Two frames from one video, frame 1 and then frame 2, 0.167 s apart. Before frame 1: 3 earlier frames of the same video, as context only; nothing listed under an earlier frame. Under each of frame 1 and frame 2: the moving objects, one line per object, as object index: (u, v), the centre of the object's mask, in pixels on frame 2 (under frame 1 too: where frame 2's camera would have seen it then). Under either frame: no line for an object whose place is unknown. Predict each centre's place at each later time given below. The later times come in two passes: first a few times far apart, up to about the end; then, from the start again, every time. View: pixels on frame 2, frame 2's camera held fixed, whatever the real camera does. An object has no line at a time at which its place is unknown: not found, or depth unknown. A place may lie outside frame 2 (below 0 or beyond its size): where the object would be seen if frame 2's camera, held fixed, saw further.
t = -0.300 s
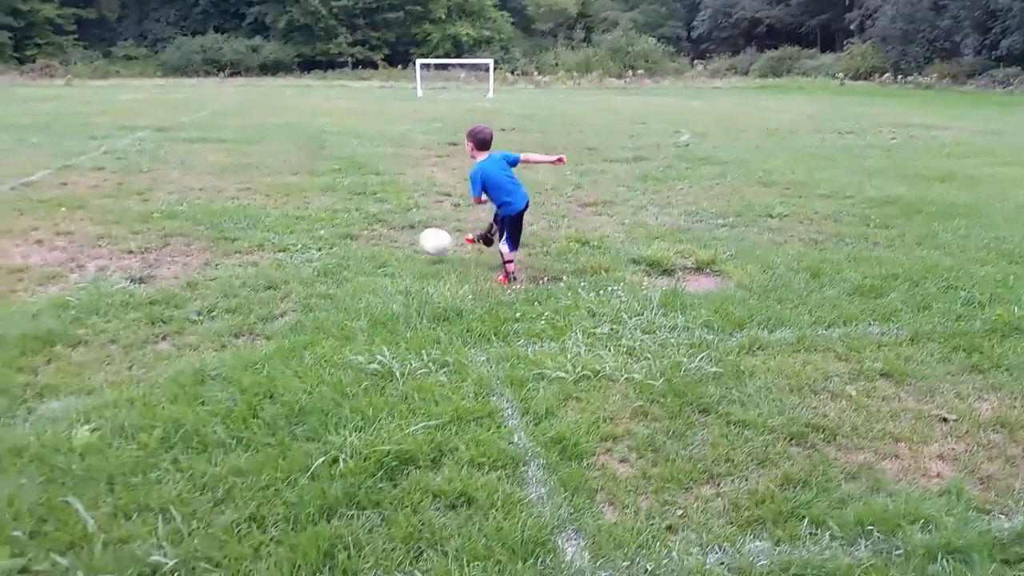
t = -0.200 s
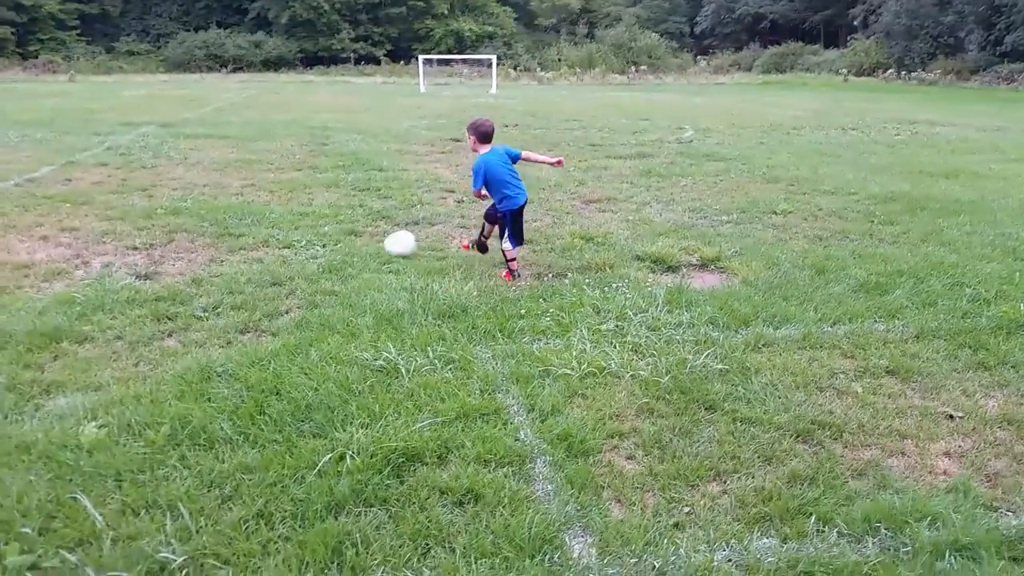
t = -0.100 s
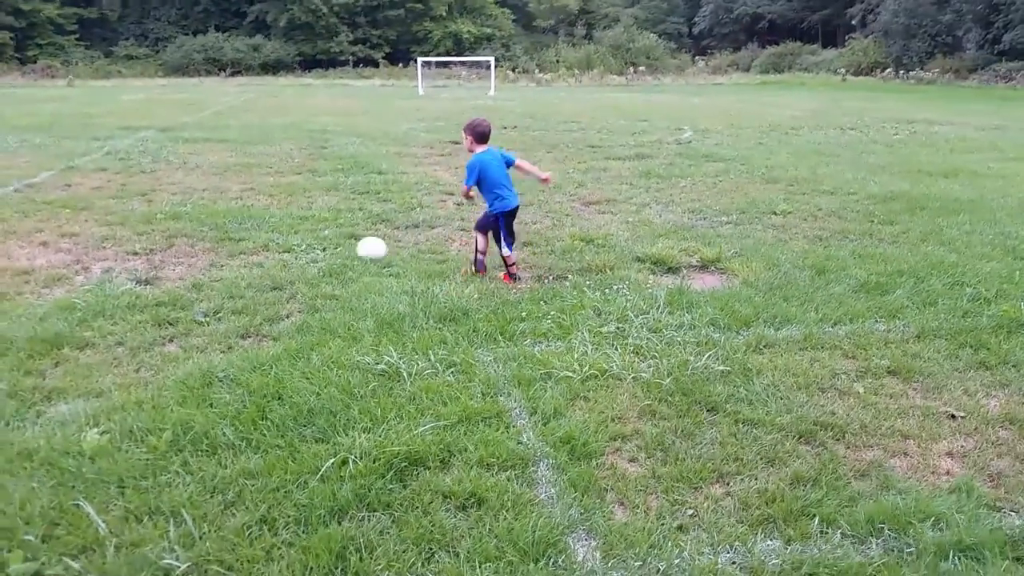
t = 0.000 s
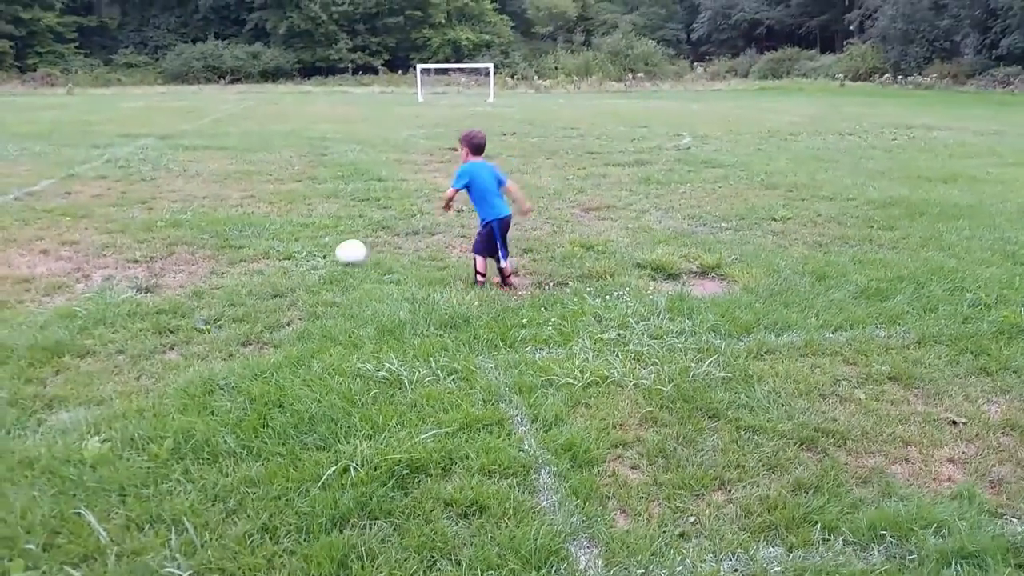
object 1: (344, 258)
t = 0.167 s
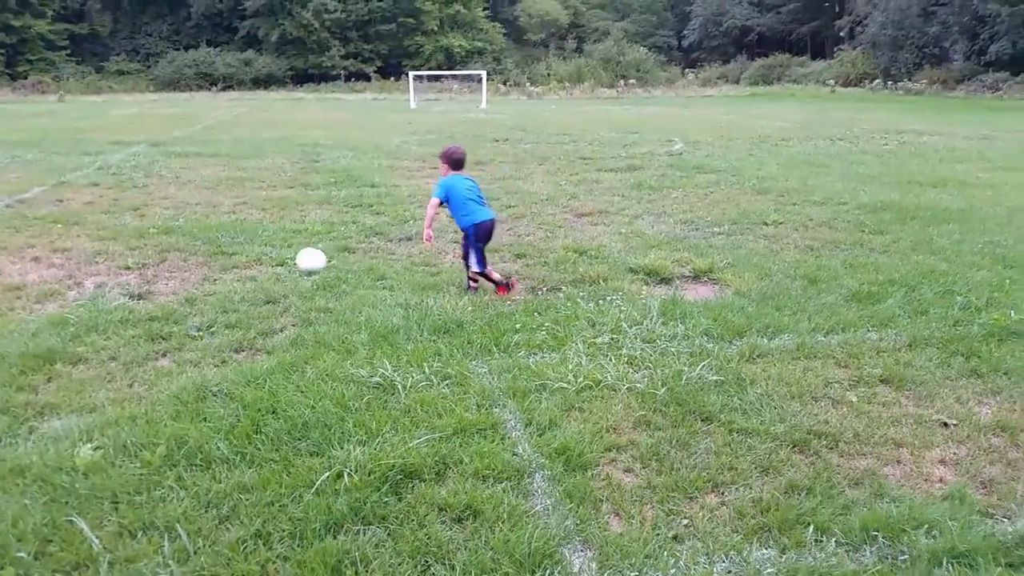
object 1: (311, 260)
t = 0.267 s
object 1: (296, 261)
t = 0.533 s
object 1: (265, 259)
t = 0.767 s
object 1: (252, 258)
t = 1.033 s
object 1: (241, 257)
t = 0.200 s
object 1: (306, 259)
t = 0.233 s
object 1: (301, 260)
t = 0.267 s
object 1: (296, 261)
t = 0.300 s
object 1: (291, 261)
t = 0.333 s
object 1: (286, 259)
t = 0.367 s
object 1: (282, 258)
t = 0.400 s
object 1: (279, 259)
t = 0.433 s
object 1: (275, 259)
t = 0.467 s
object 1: (271, 261)
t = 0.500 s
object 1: (267, 260)
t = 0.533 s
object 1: (265, 259)
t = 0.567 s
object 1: (262, 258)
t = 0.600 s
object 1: (260, 259)
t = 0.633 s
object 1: (258, 260)
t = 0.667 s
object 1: (256, 259)
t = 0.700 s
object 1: (255, 259)
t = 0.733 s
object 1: (253, 258)
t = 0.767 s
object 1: (252, 258)
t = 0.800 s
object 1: (250, 259)
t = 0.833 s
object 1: (248, 258)
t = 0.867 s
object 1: (247, 258)
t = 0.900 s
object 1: (245, 258)
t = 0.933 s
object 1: (243, 258)
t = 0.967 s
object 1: (242, 258)
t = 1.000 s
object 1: (242, 257)
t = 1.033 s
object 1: (241, 257)
